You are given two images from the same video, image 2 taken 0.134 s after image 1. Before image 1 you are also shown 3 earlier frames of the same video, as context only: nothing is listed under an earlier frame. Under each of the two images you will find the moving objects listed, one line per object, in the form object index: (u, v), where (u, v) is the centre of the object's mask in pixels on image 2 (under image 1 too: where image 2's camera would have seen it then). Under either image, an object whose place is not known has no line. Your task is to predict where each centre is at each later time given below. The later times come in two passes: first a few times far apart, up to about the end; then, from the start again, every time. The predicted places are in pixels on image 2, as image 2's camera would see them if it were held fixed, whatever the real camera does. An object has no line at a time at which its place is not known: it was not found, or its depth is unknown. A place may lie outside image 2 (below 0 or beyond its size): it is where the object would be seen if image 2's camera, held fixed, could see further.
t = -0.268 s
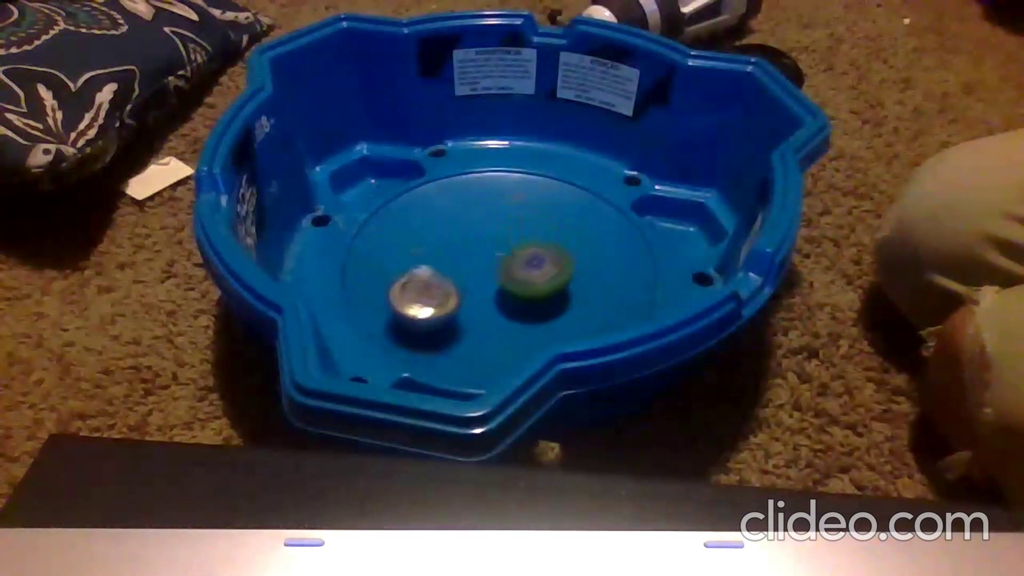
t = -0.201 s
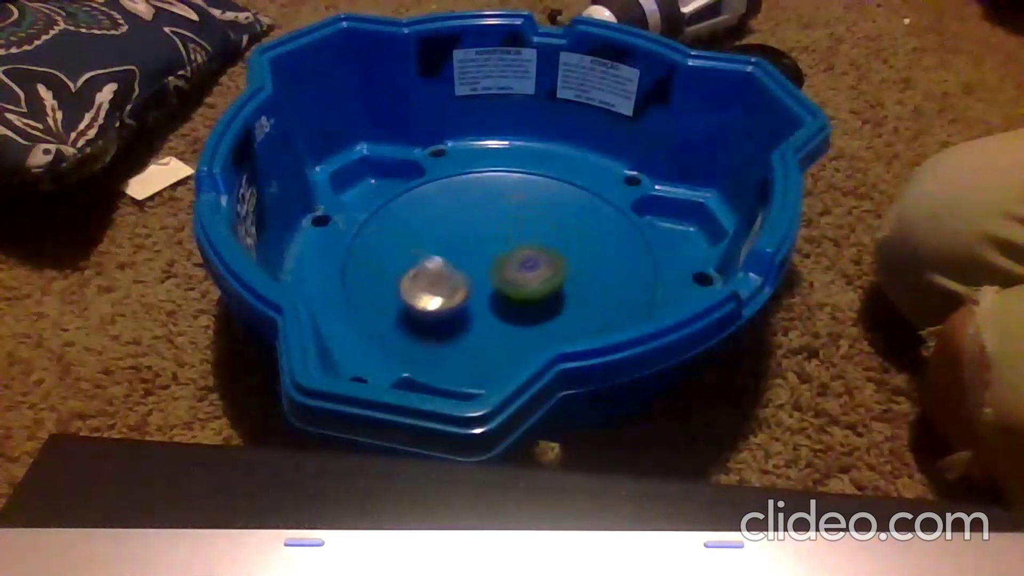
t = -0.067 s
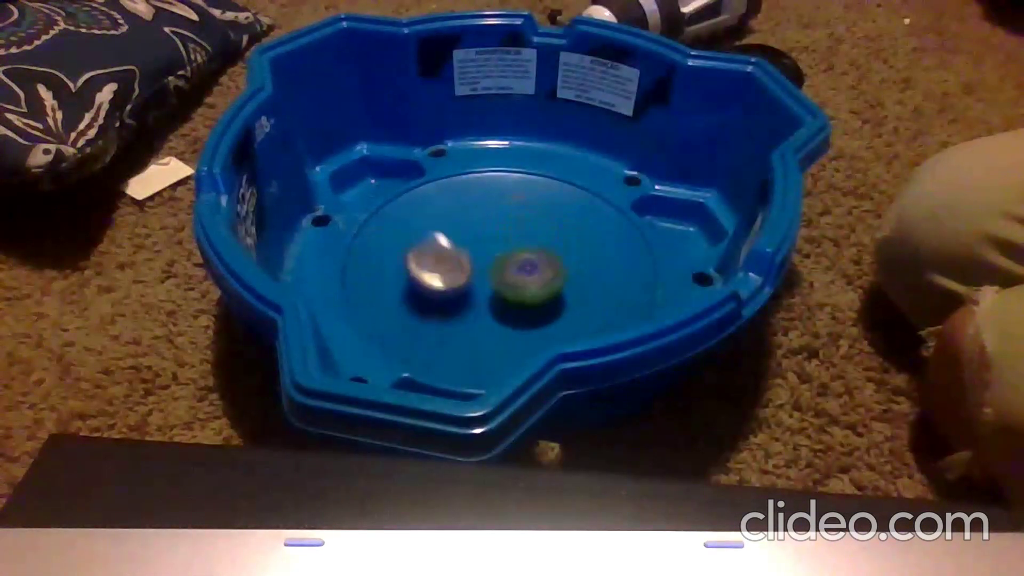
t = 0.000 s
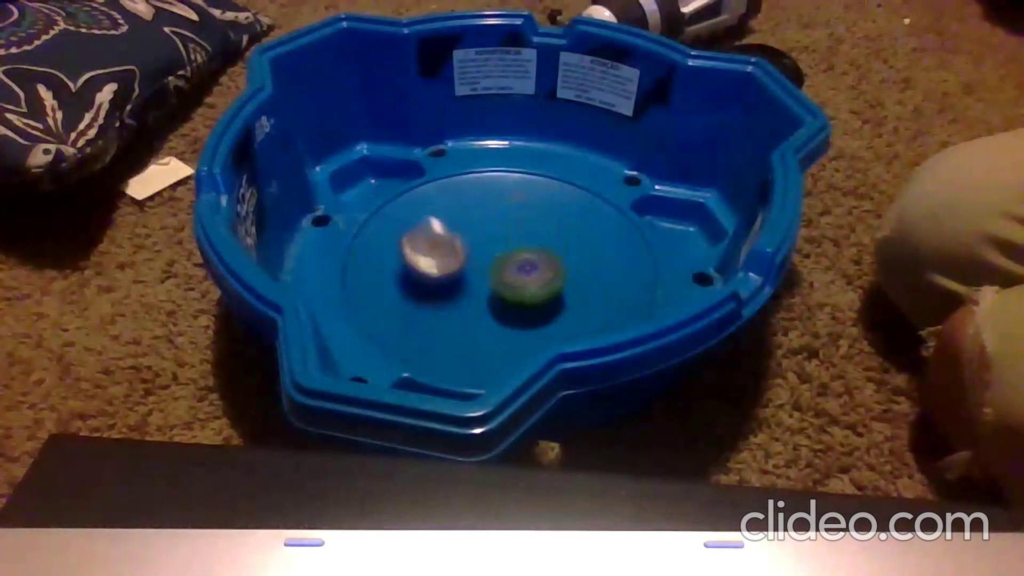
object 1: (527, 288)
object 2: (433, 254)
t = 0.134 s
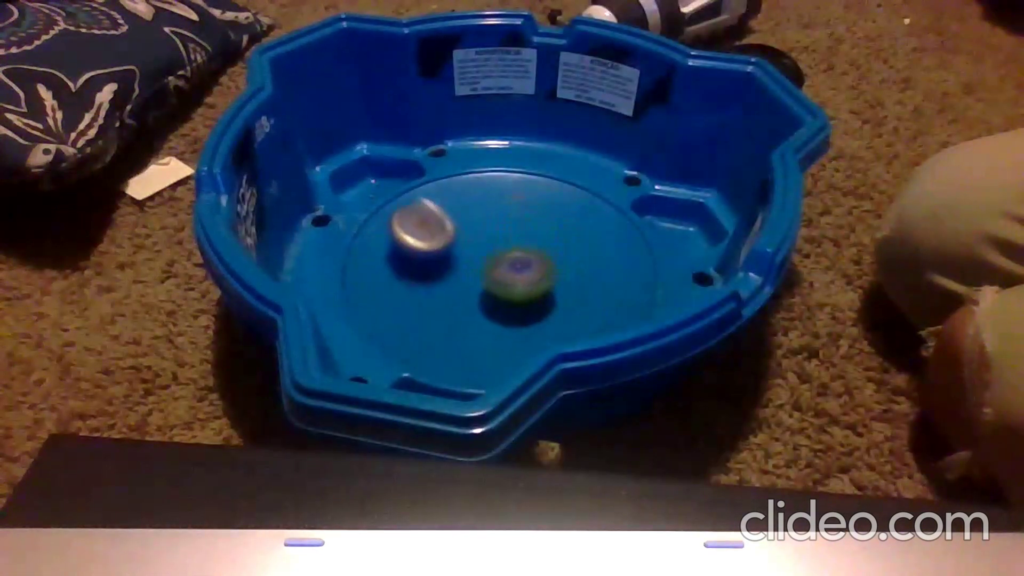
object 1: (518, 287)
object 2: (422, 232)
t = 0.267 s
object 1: (507, 283)
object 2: (420, 232)
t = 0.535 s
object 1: (506, 280)
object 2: (450, 228)
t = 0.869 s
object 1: (517, 280)
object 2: (491, 206)
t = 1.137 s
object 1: (525, 279)
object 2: (526, 210)
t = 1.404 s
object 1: (510, 315)
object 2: (562, 197)
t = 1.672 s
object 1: (500, 321)
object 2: (565, 232)
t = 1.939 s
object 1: (464, 308)
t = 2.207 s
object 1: (441, 288)
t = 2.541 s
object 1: (452, 255)
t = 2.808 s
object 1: (486, 241)
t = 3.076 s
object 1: (529, 241)
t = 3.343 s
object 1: (552, 261)
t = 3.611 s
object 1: (552, 282)
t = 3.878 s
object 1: (525, 298)
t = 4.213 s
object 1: (484, 291)
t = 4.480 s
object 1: (470, 272)
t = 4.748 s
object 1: (476, 251)
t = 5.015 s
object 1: (500, 238)
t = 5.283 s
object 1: (528, 239)
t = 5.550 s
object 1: (545, 257)
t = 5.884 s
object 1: (531, 279)
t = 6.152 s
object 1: (511, 283)
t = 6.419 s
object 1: (549, 297)
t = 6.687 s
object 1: (545, 289)
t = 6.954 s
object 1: (545, 301)
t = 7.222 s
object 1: (526, 306)
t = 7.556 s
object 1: (518, 290)
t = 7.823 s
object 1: (529, 298)
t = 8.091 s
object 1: (529, 313)
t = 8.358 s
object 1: (516, 307)
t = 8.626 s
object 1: (509, 306)
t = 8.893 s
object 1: (527, 298)
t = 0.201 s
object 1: (513, 285)
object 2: (419, 230)
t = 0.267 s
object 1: (507, 283)
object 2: (420, 232)
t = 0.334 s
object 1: (503, 281)
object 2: (427, 235)
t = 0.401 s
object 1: (503, 281)
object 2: (434, 233)
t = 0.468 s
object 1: (504, 281)
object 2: (440, 230)
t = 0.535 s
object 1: (506, 280)
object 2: (450, 228)
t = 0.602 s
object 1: (507, 279)
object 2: (457, 221)
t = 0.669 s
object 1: (509, 277)
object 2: (465, 218)
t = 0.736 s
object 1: (512, 277)
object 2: (474, 215)
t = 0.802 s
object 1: (516, 280)
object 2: (482, 209)
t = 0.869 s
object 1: (517, 280)
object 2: (491, 206)
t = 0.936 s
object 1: (521, 281)
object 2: (500, 205)
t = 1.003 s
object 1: (523, 281)
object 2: (509, 206)
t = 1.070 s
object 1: (524, 280)
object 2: (518, 207)
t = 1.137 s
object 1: (525, 279)
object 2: (526, 210)
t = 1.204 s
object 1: (520, 292)
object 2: (538, 203)
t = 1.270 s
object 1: (513, 306)
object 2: (549, 195)
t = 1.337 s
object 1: (511, 310)
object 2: (558, 196)
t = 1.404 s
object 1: (510, 315)
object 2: (562, 197)
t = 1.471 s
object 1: (508, 318)
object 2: (565, 204)
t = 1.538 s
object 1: (506, 321)
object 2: (567, 214)
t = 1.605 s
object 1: (503, 321)
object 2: (567, 223)
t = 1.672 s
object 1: (500, 321)
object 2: (565, 232)
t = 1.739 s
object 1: (496, 318)
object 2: (561, 243)
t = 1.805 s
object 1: (492, 314)
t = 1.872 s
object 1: (488, 309)
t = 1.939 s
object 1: (464, 308)
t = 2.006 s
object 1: (452, 304)
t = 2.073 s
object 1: (447, 299)
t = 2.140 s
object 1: (443, 294)
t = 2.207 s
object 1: (441, 288)
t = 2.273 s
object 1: (441, 282)
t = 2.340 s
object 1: (442, 276)
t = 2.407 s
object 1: (446, 270)
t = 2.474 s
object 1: (450, 264)
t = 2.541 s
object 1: (452, 255)
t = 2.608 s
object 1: (457, 248)
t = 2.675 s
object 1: (466, 245)
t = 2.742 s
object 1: (475, 242)
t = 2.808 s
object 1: (486, 241)
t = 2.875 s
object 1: (496, 239)
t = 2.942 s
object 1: (507, 237)
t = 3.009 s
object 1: (519, 237)
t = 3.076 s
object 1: (529, 241)
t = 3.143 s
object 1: (537, 247)
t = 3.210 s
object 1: (542, 252)
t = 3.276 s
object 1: (547, 256)
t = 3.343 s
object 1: (552, 261)
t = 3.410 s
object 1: (554, 266)
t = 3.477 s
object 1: (555, 272)
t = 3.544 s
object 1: (555, 277)
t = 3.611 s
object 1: (552, 282)
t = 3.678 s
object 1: (548, 288)
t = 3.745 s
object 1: (541, 292)
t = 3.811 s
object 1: (533, 295)
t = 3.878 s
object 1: (525, 298)
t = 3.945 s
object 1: (516, 300)
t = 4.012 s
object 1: (507, 299)
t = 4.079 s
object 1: (499, 298)
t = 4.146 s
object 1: (491, 295)
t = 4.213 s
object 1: (484, 291)
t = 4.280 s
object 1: (479, 287)
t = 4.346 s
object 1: (475, 282)
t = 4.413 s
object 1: (471, 277)
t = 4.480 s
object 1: (470, 272)
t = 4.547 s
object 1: (470, 266)
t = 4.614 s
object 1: (470, 261)
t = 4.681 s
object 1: (471, 256)
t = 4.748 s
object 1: (476, 251)
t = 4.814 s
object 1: (482, 248)
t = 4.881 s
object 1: (486, 242)
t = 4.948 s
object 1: (493, 239)
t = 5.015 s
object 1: (500, 238)
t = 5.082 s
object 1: (507, 238)
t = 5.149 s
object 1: (514, 238)
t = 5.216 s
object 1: (521, 239)
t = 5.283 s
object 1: (528, 239)
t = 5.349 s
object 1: (537, 241)
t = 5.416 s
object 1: (543, 245)
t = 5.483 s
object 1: (545, 251)
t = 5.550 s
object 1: (545, 257)
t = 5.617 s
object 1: (543, 261)
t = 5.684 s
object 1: (540, 267)
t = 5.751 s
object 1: (536, 272)
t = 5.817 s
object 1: (531, 276)
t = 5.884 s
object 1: (531, 279)
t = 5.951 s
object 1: (527, 281)
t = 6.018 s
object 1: (521, 283)
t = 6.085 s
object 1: (514, 283)
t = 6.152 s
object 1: (511, 283)
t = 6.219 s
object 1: (531, 294)
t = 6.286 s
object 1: (543, 299)
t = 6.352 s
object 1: (546, 298)
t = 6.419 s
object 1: (549, 297)
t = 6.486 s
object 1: (550, 296)
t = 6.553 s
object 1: (549, 293)
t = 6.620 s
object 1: (547, 290)
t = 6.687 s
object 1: (545, 289)
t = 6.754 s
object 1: (548, 298)
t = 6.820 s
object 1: (548, 300)
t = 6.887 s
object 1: (548, 300)
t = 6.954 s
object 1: (545, 301)
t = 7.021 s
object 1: (538, 307)
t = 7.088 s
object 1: (533, 308)
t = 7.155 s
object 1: (529, 307)
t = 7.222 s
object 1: (526, 306)
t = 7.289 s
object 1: (522, 303)
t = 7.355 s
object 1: (519, 300)
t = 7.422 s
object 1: (517, 298)
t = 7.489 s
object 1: (517, 295)
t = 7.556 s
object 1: (518, 290)
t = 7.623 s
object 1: (519, 286)
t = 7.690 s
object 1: (522, 281)
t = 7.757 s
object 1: (524, 280)
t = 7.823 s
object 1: (529, 298)
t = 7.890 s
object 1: (529, 308)
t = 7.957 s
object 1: (529, 310)
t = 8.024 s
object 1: (530, 312)
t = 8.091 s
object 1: (529, 313)
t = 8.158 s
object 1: (526, 313)
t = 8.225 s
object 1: (523, 311)
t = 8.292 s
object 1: (519, 309)
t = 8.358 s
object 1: (516, 307)
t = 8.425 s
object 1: (507, 315)
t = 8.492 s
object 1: (504, 313)
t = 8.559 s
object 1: (506, 310)
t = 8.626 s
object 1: (509, 306)
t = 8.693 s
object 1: (513, 304)
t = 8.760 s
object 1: (517, 301)
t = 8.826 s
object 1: (523, 299)
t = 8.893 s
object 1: (527, 298)
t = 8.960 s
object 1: (531, 298)
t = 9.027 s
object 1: (534, 299)
